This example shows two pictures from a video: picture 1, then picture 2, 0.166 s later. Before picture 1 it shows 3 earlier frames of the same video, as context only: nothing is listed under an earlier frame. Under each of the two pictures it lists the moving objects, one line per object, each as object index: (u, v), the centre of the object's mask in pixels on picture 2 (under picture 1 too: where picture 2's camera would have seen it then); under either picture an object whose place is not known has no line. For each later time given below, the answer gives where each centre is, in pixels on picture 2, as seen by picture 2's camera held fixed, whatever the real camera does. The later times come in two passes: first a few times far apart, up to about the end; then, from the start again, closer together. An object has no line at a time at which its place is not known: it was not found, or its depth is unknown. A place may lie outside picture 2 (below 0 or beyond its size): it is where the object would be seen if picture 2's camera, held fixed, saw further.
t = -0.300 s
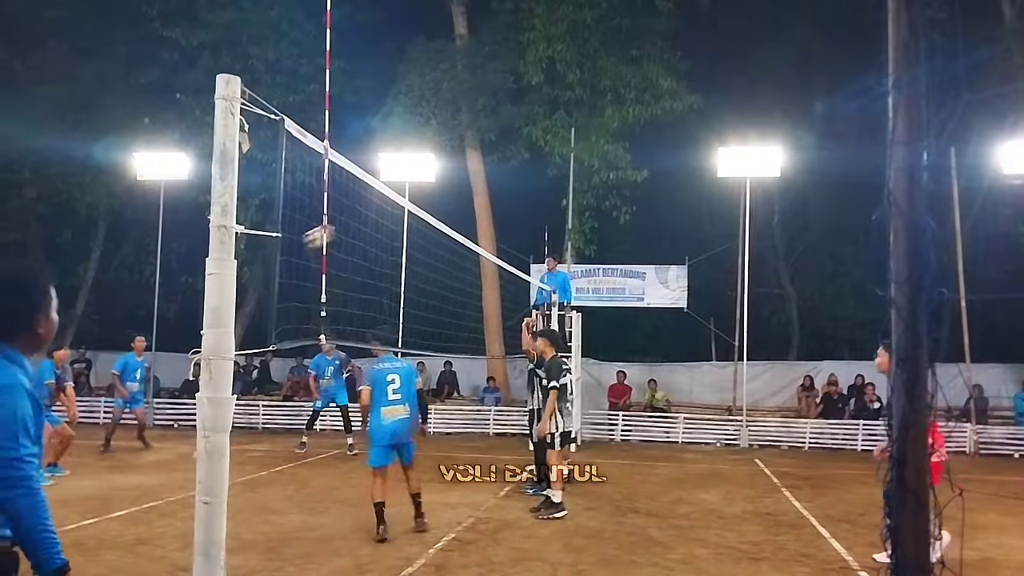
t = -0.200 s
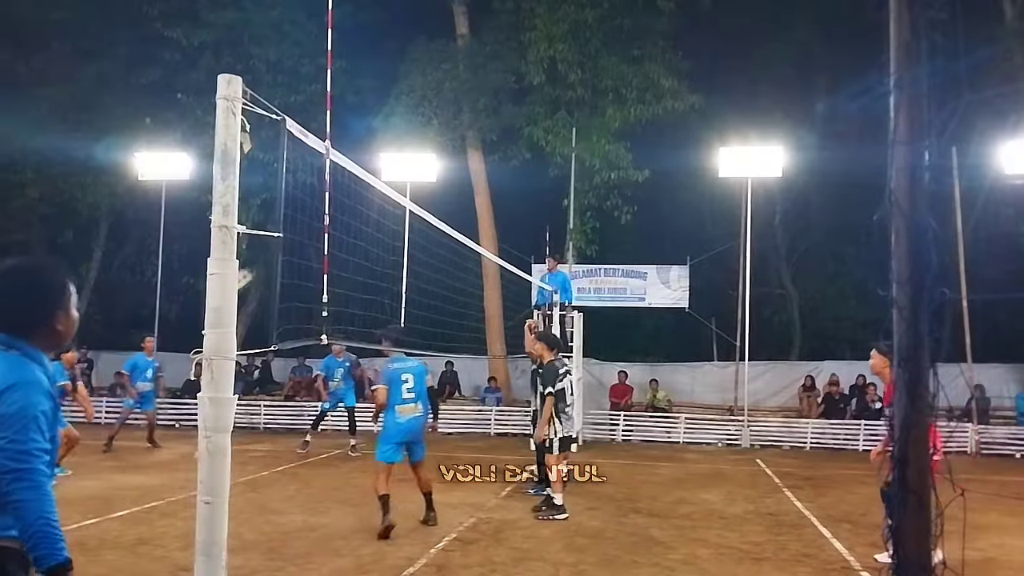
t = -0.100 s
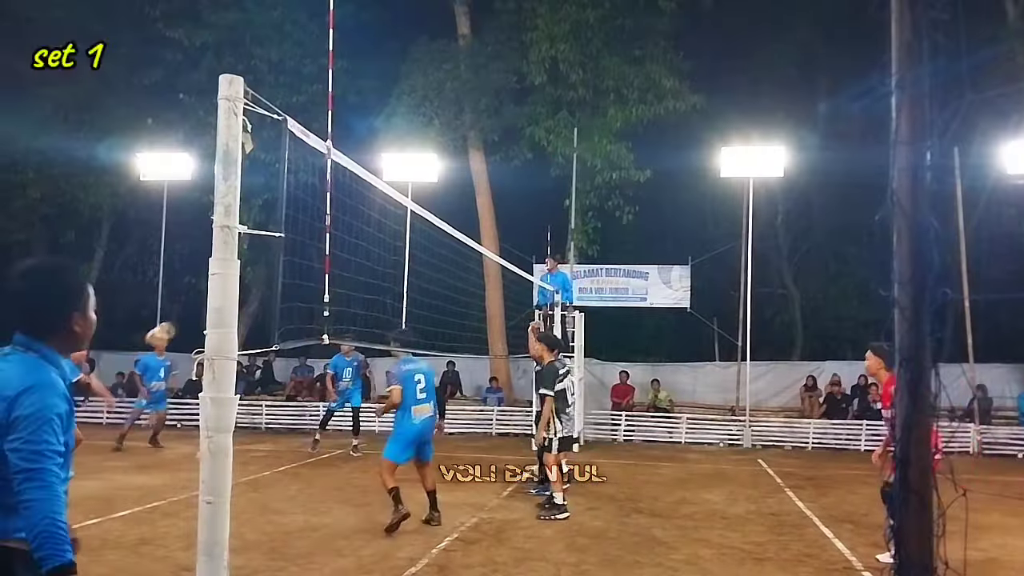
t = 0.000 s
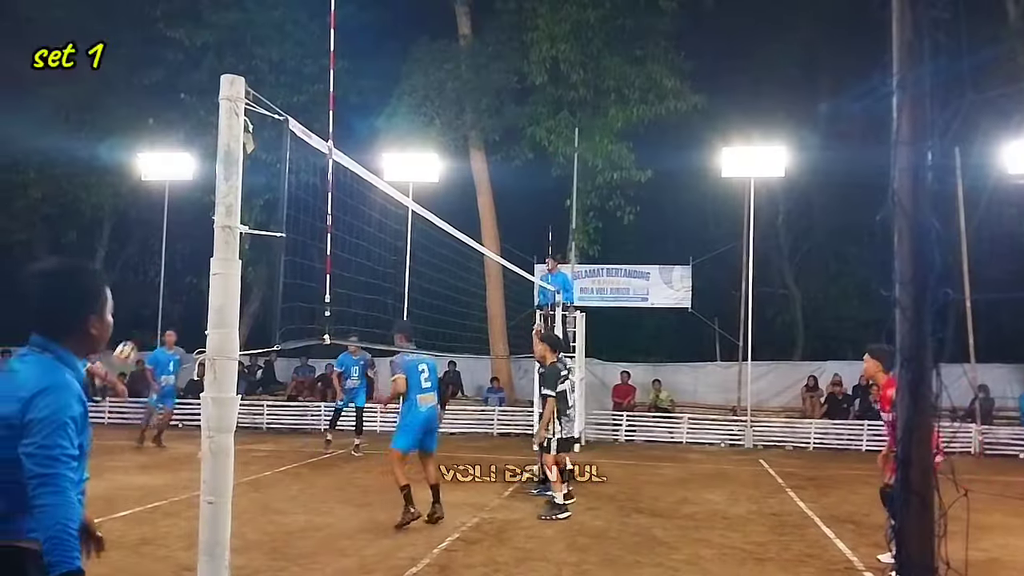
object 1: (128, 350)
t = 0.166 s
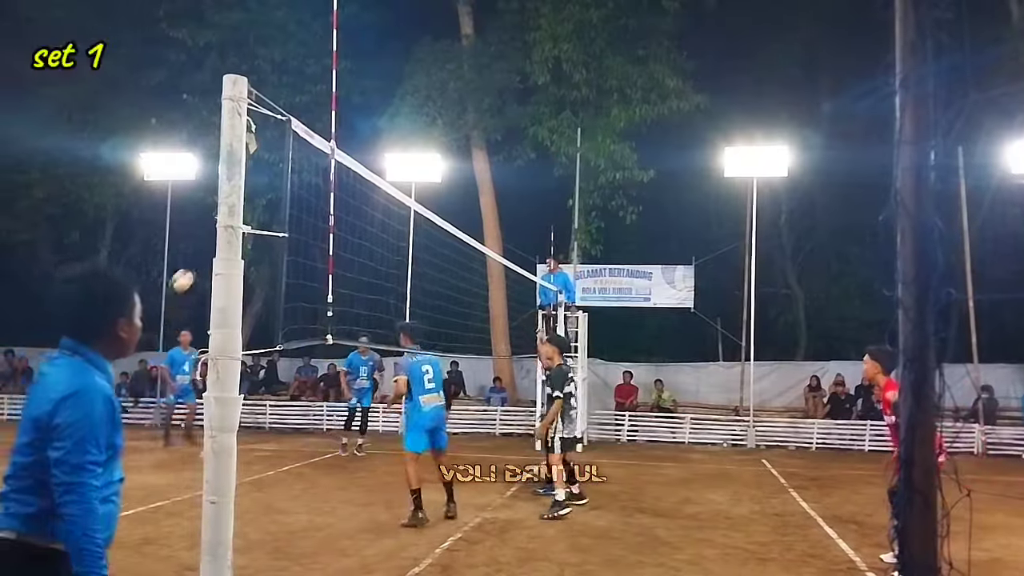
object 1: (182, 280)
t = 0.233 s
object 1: (204, 256)
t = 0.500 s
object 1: (294, 202)
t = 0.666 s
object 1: (348, 199)
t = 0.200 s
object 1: (194, 267)
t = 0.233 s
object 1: (204, 256)
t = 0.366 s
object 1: (250, 220)
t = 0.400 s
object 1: (259, 216)
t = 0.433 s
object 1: (271, 209)
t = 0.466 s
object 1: (280, 205)
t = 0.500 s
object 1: (294, 202)
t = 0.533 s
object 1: (303, 200)
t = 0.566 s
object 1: (315, 198)
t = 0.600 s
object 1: (325, 197)
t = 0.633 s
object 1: (337, 199)
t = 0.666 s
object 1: (348, 199)
